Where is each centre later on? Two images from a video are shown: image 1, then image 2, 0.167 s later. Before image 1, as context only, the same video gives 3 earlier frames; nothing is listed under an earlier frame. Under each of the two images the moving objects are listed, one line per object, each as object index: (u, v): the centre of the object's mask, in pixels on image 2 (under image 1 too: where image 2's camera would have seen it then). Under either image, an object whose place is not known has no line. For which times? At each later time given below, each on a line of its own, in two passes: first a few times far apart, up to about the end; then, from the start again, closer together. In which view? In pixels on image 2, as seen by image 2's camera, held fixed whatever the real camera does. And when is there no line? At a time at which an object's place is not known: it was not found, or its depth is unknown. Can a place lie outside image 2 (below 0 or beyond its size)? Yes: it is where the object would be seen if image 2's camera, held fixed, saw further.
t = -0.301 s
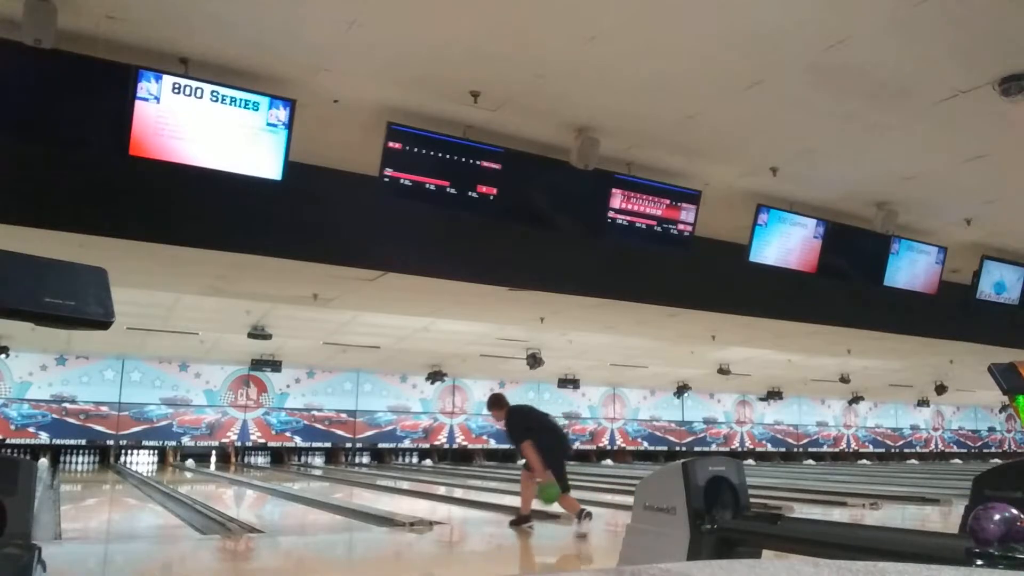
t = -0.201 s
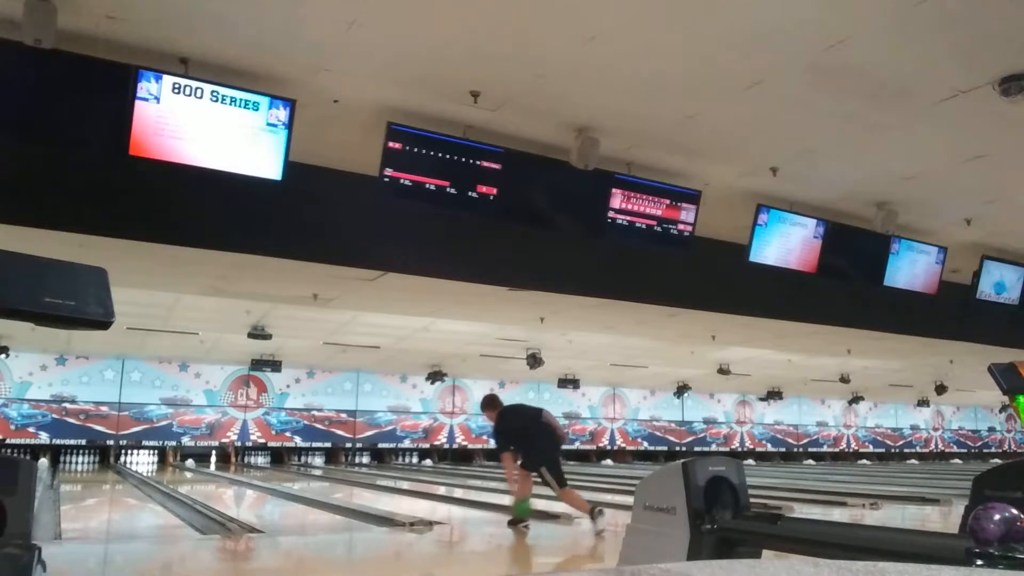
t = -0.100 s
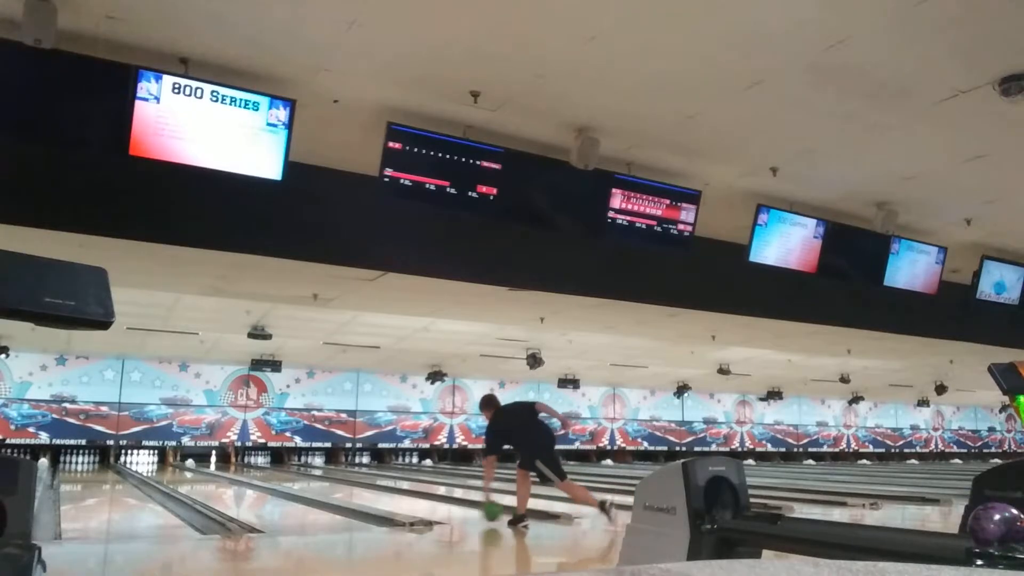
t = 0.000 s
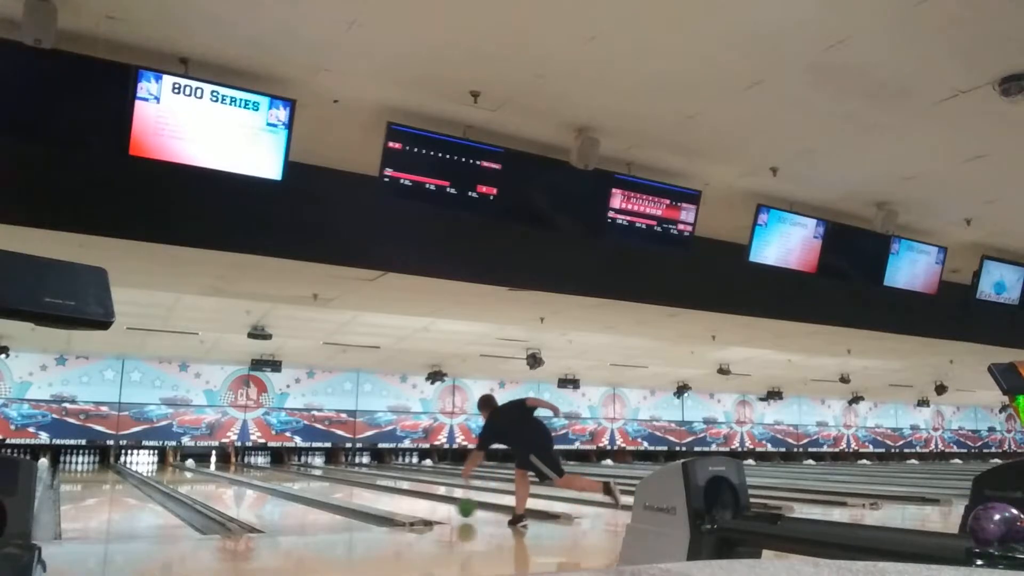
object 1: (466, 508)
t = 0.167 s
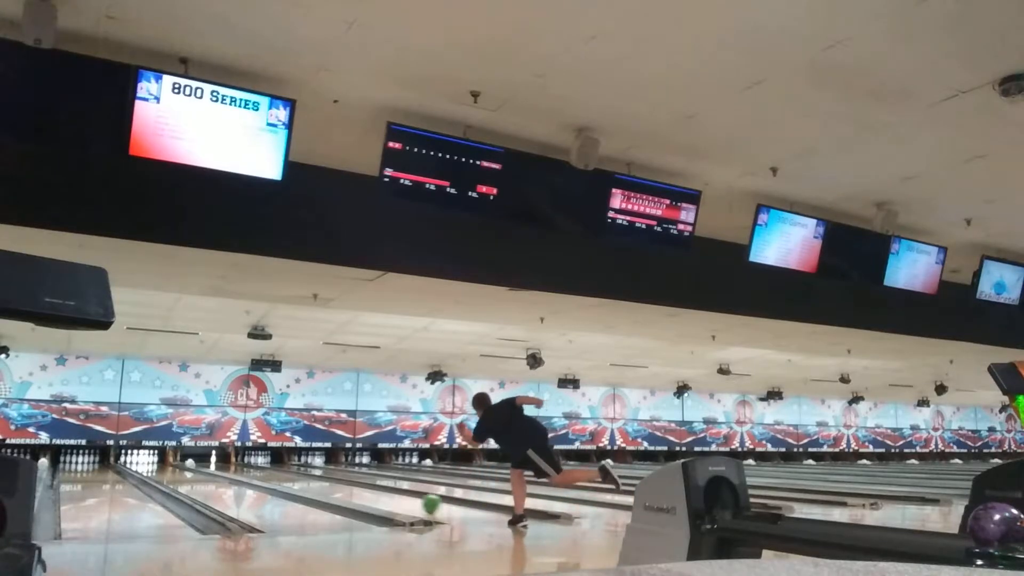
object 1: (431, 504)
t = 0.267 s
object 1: (412, 500)
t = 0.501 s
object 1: (376, 493)
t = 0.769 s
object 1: (344, 488)
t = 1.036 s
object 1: (316, 483)
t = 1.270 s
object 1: (297, 479)
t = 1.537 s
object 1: (280, 476)
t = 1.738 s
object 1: (269, 474)
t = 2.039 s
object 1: (255, 471)
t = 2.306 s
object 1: (244, 469)
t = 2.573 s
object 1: (237, 467)
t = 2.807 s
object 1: (230, 466)
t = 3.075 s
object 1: (225, 464)
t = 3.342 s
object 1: (222, 463)
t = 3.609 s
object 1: (221, 463)
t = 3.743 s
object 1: (221, 462)
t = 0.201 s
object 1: (424, 502)
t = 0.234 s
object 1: (418, 501)
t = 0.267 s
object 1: (412, 500)
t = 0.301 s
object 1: (407, 499)
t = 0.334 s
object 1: (401, 498)
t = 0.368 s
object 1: (396, 497)
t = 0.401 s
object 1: (390, 496)
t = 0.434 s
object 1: (386, 495)
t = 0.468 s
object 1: (381, 494)
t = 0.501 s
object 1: (376, 493)
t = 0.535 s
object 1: (372, 493)
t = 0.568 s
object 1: (367, 492)
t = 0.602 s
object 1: (363, 491)
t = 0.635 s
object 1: (359, 490)
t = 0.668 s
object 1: (354, 490)
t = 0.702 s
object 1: (350, 489)
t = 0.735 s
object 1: (347, 489)
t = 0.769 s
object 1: (344, 488)
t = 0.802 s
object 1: (340, 487)
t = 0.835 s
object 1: (336, 486)
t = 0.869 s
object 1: (333, 486)
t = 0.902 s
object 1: (329, 485)
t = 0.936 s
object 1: (326, 485)
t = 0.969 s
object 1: (323, 484)
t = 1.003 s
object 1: (320, 483)
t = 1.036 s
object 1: (316, 483)
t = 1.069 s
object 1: (314, 482)
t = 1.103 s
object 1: (311, 482)
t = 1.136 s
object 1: (308, 481)
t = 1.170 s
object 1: (305, 481)
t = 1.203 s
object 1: (303, 481)
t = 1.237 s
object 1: (301, 480)
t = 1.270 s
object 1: (297, 479)
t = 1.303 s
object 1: (295, 479)
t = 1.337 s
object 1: (293, 478)
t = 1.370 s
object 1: (291, 478)
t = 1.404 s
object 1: (289, 478)
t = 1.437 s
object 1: (287, 477)
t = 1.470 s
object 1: (285, 477)
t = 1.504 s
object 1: (283, 476)
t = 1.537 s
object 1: (280, 476)
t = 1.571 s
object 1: (278, 476)
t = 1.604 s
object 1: (277, 475)
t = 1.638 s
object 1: (275, 474)
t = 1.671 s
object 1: (272, 474)
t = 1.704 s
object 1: (270, 474)
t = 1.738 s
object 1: (269, 474)
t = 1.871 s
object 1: (262, 473)
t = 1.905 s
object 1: (261, 472)
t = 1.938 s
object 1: (260, 472)
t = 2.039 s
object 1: (255, 471)
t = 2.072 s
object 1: (254, 471)
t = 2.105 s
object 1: (252, 471)
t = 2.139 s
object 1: (250, 471)
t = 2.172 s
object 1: (249, 470)
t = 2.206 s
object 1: (247, 470)
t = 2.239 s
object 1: (246, 470)
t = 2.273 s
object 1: (245, 470)
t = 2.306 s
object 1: (244, 469)
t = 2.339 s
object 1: (243, 468)
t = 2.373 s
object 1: (242, 469)
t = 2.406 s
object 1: (241, 468)
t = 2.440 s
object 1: (240, 468)
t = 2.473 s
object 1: (239, 468)
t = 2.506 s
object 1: (238, 467)
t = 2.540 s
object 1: (238, 468)
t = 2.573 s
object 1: (237, 467)
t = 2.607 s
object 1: (235, 467)
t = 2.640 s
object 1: (234, 467)
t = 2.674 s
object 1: (234, 467)
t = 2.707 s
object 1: (233, 466)
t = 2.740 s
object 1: (231, 466)
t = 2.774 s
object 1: (230, 466)
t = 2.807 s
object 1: (230, 466)
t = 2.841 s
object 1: (230, 466)
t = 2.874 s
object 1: (229, 466)
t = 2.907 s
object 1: (227, 465)
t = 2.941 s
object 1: (226, 465)
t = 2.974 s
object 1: (226, 465)
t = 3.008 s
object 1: (225, 465)
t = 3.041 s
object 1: (225, 465)
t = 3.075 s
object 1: (225, 464)
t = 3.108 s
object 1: (224, 464)
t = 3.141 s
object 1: (224, 464)
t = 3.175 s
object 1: (224, 464)
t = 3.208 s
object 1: (223, 464)
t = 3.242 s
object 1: (223, 464)
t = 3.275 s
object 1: (223, 464)
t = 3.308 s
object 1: (222, 463)
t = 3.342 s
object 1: (222, 463)
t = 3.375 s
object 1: (222, 463)
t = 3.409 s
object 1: (222, 463)
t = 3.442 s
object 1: (222, 463)
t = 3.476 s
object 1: (222, 463)
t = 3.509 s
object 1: (222, 463)
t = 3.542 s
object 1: (221, 463)
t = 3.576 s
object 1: (221, 463)
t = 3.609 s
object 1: (221, 463)
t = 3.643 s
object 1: (221, 463)
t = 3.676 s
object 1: (221, 463)
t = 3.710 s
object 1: (221, 462)
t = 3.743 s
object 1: (221, 462)
